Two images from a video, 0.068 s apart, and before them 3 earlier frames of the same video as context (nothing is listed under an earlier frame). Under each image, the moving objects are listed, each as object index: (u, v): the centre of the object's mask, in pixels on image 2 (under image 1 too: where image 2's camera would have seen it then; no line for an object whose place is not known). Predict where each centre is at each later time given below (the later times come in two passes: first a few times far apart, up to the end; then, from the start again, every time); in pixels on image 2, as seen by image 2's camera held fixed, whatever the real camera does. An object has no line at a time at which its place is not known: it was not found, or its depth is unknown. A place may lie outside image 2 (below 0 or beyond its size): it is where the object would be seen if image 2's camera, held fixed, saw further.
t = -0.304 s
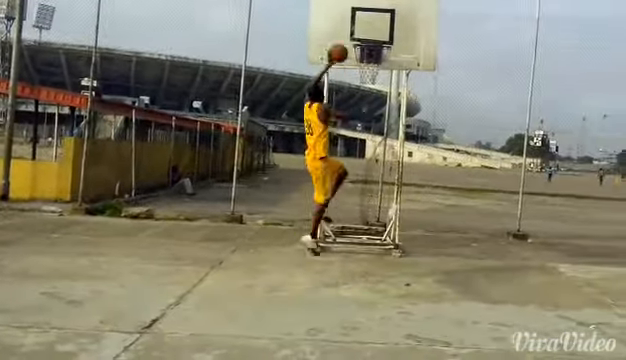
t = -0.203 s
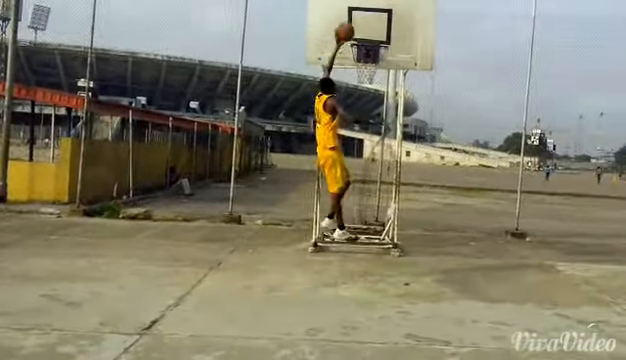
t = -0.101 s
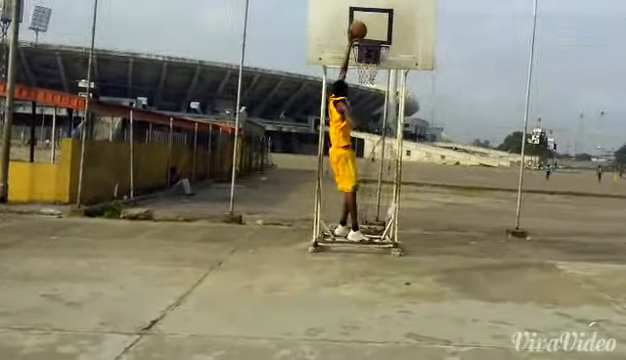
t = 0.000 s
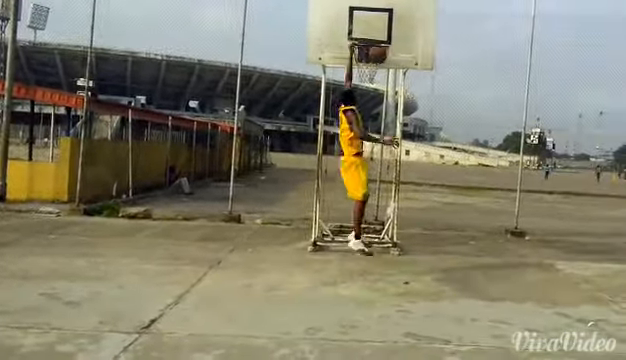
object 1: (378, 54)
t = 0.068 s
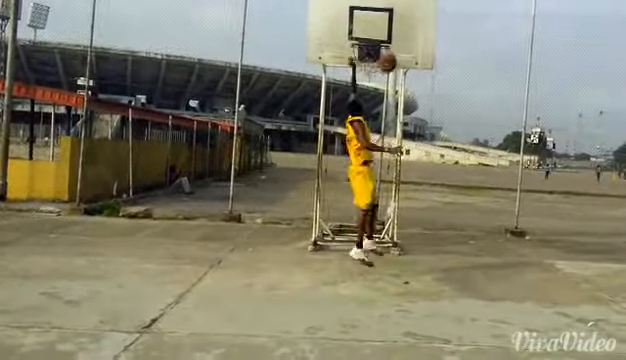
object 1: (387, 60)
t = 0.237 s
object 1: (388, 57)
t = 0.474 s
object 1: (372, 73)
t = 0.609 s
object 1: (359, 78)
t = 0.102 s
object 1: (388, 60)
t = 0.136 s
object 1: (388, 59)
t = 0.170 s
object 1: (389, 57)
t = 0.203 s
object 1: (388, 57)
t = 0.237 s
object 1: (388, 57)
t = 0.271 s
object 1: (387, 57)
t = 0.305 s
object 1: (388, 57)
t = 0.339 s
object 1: (386, 59)
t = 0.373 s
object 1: (383, 64)
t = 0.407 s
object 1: (379, 68)
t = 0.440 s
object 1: (375, 71)
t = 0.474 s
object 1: (372, 73)
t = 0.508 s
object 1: (368, 74)
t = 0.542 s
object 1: (365, 76)
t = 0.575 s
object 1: (361, 78)
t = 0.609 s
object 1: (359, 78)
